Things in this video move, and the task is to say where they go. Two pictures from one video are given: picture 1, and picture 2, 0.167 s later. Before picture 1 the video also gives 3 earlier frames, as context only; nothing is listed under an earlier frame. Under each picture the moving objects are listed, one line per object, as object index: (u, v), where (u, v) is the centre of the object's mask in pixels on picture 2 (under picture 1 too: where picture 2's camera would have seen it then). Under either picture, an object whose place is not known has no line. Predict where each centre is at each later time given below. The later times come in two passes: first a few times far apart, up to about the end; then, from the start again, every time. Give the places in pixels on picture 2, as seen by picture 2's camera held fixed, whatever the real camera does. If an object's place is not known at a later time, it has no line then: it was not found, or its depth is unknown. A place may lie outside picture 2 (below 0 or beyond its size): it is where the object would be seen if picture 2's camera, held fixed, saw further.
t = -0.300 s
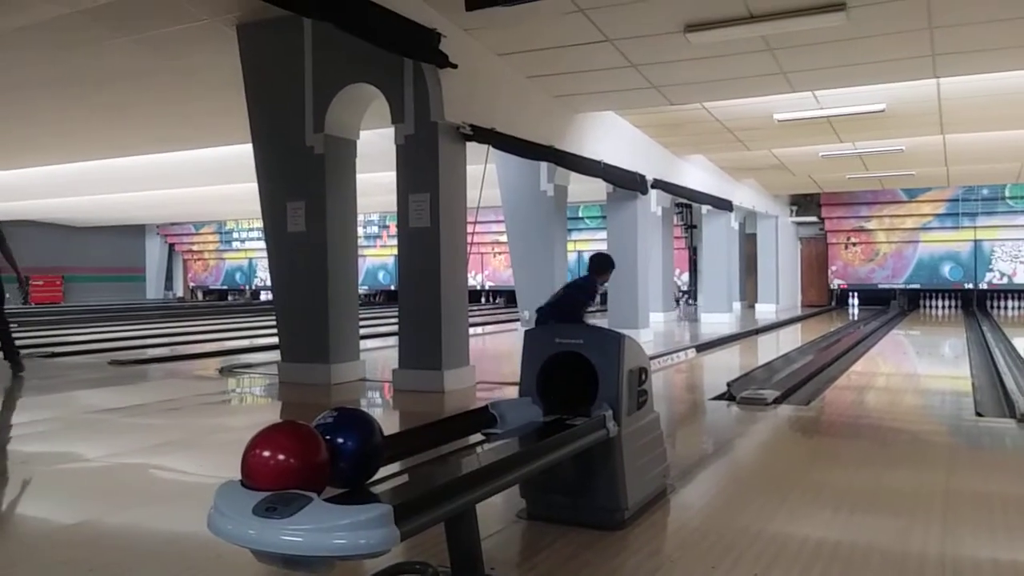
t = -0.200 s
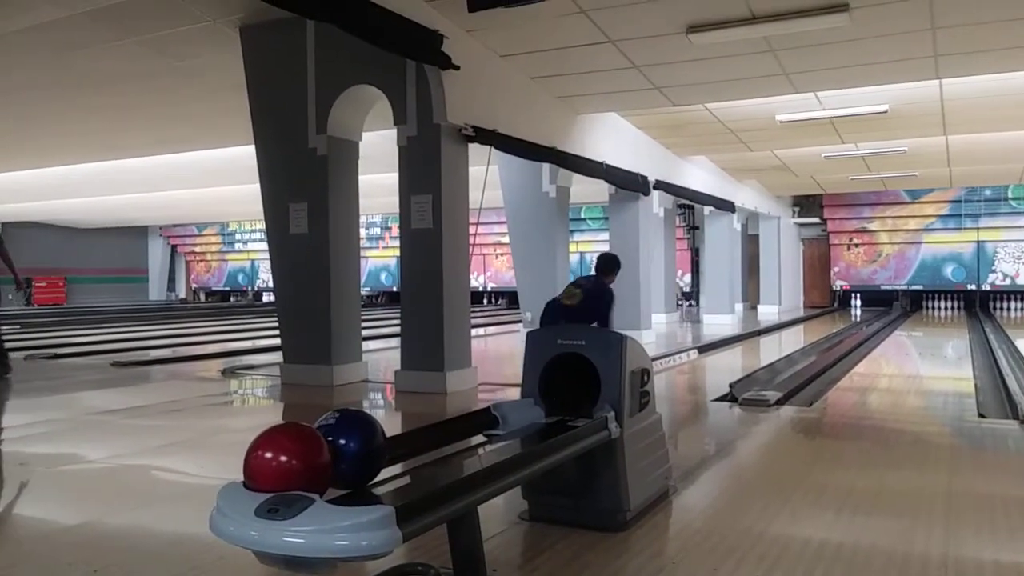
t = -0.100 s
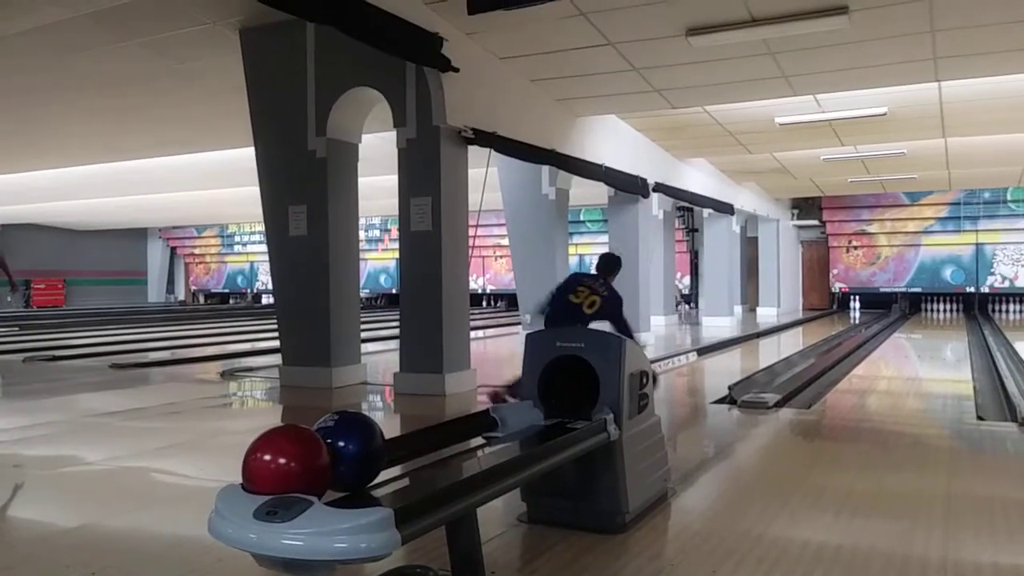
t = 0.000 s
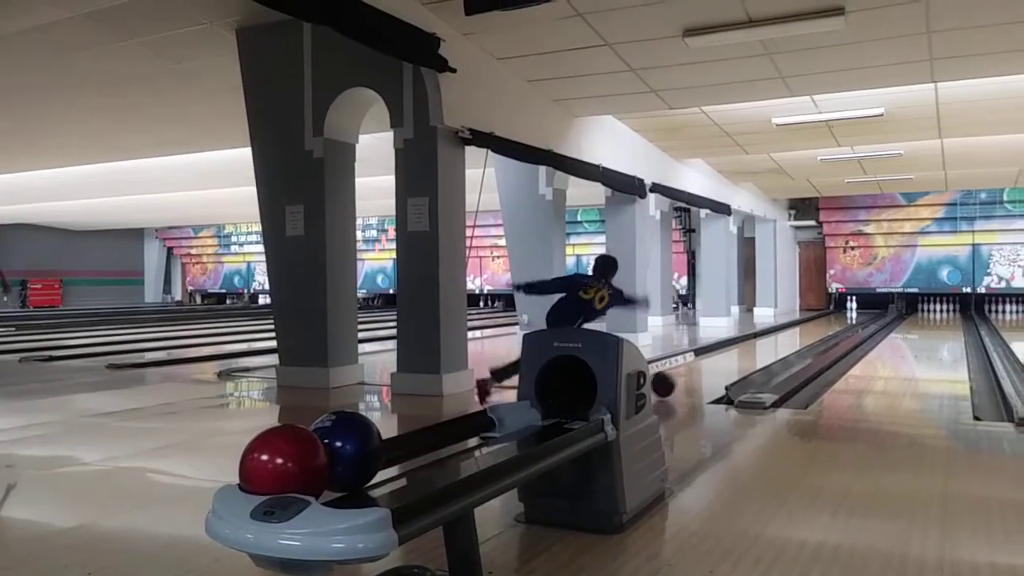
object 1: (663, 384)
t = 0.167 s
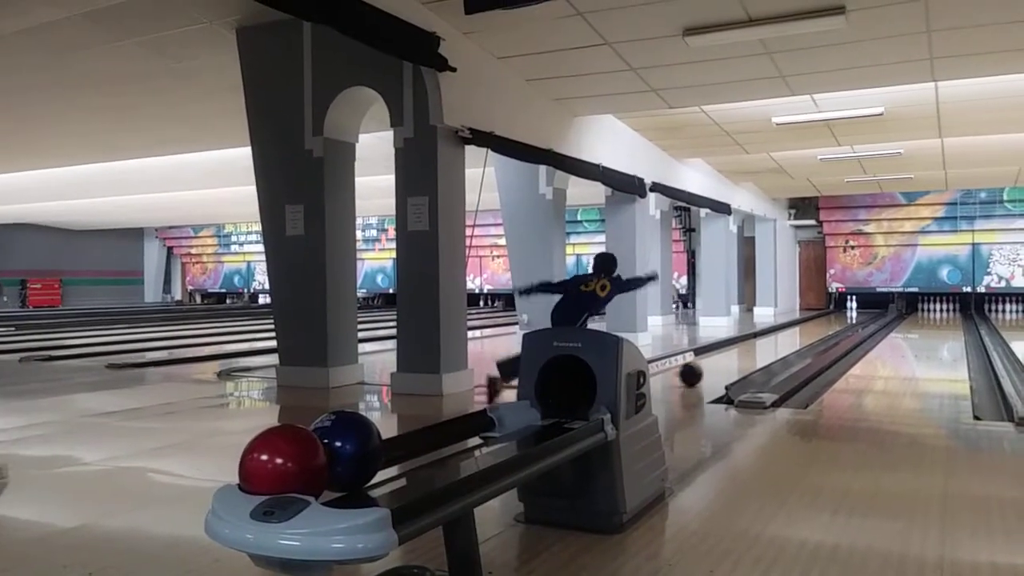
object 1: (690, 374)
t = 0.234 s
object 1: (700, 370)
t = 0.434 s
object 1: (725, 359)
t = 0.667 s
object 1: (748, 350)
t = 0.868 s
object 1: (764, 344)
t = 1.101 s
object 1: (780, 338)
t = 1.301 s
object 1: (791, 334)
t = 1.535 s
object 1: (802, 329)
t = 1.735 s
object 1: (810, 326)
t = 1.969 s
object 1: (817, 323)
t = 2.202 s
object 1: (824, 320)
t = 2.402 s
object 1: (829, 317)
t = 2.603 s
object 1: (833, 316)
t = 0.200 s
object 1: (695, 372)
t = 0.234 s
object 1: (700, 370)
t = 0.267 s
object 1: (705, 368)
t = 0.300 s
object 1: (709, 366)
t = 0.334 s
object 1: (714, 364)
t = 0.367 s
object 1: (718, 363)
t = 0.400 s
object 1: (722, 361)
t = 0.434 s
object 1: (725, 359)
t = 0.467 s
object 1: (729, 358)
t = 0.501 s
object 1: (733, 356)
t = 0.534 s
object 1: (736, 355)
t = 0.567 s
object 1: (739, 354)
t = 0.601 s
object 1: (743, 352)
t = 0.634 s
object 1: (745, 352)
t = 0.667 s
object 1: (748, 350)
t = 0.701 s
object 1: (751, 349)
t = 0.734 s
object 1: (754, 348)
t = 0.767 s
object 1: (757, 347)
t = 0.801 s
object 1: (759, 346)
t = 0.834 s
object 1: (762, 345)
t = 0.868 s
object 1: (764, 344)
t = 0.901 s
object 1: (767, 343)
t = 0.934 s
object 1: (769, 342)
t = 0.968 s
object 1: (771, 342)
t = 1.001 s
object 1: (774, 341)
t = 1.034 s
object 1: (776, 340)
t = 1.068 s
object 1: (778, 339)
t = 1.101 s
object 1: (780, 338)
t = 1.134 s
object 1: (782, 337)
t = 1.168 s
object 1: (784, 336)
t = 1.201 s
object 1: (786, 335)
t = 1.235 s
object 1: (788, 335)
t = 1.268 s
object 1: (789, 334)
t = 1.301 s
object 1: (791, 334)
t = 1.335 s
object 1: (793, 333)
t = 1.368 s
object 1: (794, 332)
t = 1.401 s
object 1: (796, 332)
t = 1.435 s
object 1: (798, 331)
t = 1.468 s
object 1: (799, 331)
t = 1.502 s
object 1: (801, 330)
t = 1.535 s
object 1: (802, 329)
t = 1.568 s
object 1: (803, 329)
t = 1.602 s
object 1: (805, 328)
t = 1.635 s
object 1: (806, 328)
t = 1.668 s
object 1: (807, 327)
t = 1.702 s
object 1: (808, 327)
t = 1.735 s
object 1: (810, 326)
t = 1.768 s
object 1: (811, 326)
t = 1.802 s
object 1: (812, 325)
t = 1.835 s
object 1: (812, 325)
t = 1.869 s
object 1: (813, 324)
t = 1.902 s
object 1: (814, 324)
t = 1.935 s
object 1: (815, 323)
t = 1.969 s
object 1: (817, 323)
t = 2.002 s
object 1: (818, 323)
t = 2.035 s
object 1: (819, 322)
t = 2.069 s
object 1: (821, 321)
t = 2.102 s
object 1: (822, 321)
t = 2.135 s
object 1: (822, 321)
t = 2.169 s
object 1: (824, 320)
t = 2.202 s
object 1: (824, 320)
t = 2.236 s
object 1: (825, 320)
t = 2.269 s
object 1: (826, 320)
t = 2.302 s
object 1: (827, 319)
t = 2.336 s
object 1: (827, 319)
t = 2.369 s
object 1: (828, 318)
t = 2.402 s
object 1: (829, 317)
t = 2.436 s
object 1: (830, 317)
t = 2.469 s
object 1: (830, 317)
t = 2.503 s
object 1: (831, 317)
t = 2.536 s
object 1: (832, 316)
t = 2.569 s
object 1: (832, 316)
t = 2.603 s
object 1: (833, 316)
